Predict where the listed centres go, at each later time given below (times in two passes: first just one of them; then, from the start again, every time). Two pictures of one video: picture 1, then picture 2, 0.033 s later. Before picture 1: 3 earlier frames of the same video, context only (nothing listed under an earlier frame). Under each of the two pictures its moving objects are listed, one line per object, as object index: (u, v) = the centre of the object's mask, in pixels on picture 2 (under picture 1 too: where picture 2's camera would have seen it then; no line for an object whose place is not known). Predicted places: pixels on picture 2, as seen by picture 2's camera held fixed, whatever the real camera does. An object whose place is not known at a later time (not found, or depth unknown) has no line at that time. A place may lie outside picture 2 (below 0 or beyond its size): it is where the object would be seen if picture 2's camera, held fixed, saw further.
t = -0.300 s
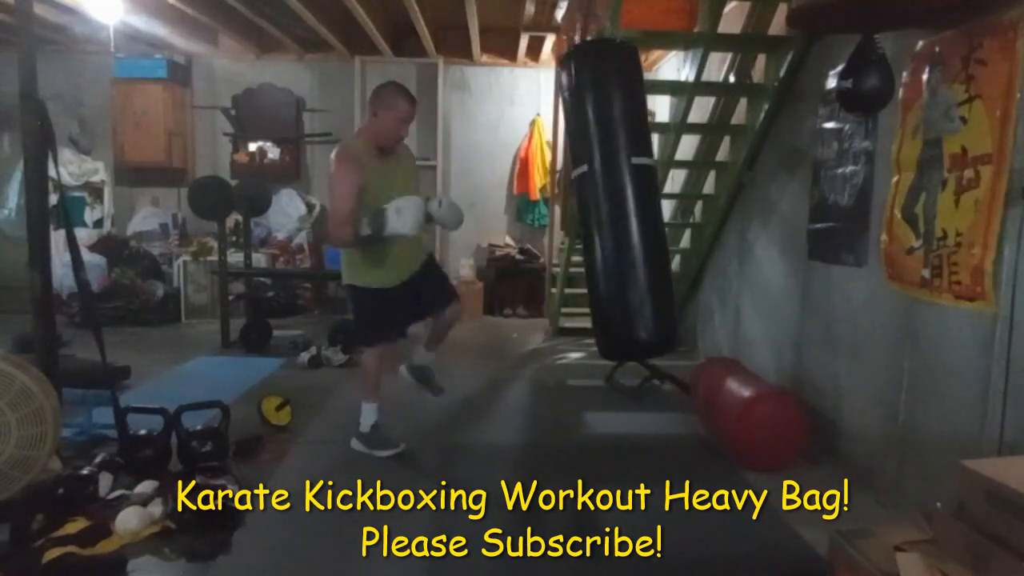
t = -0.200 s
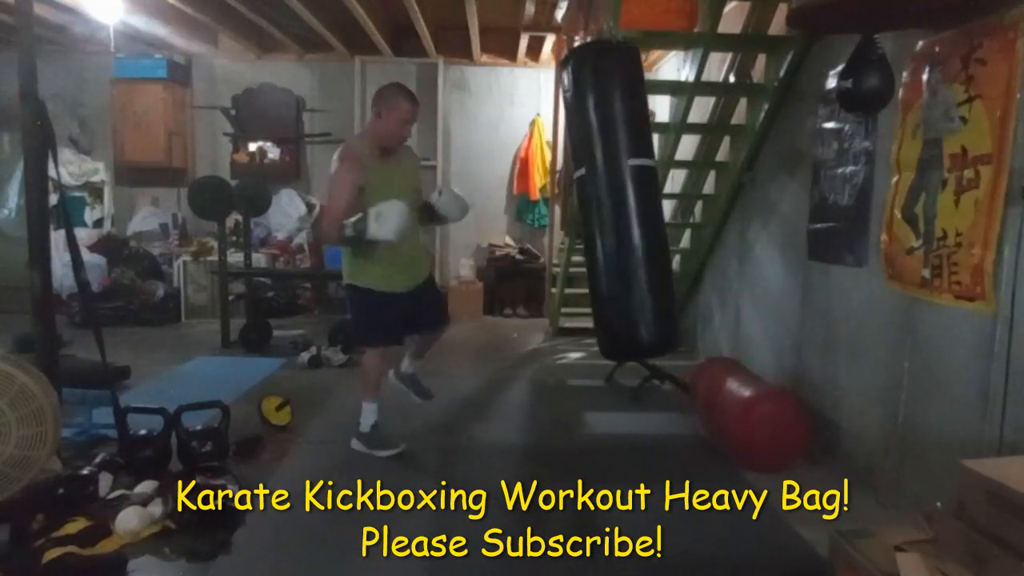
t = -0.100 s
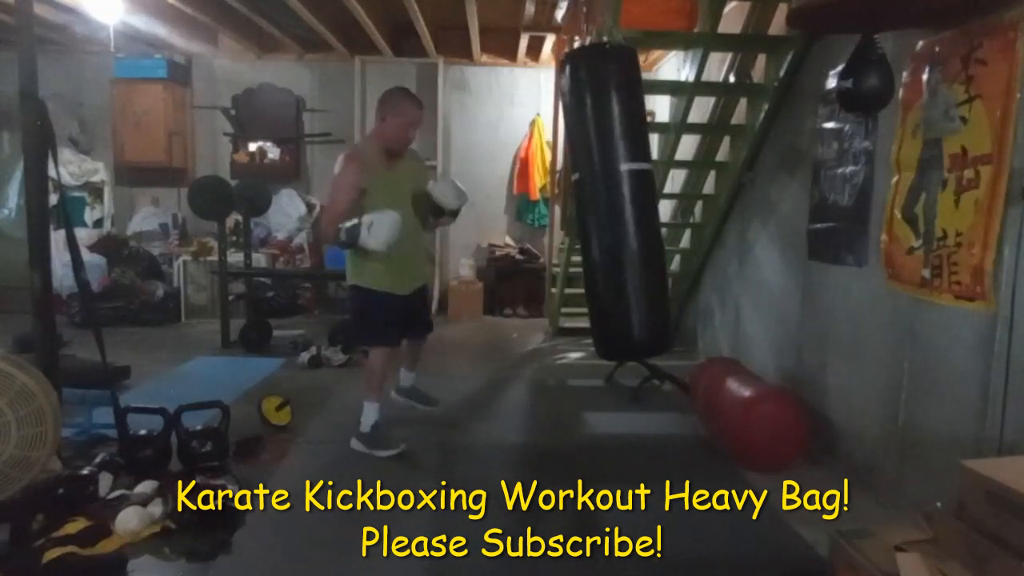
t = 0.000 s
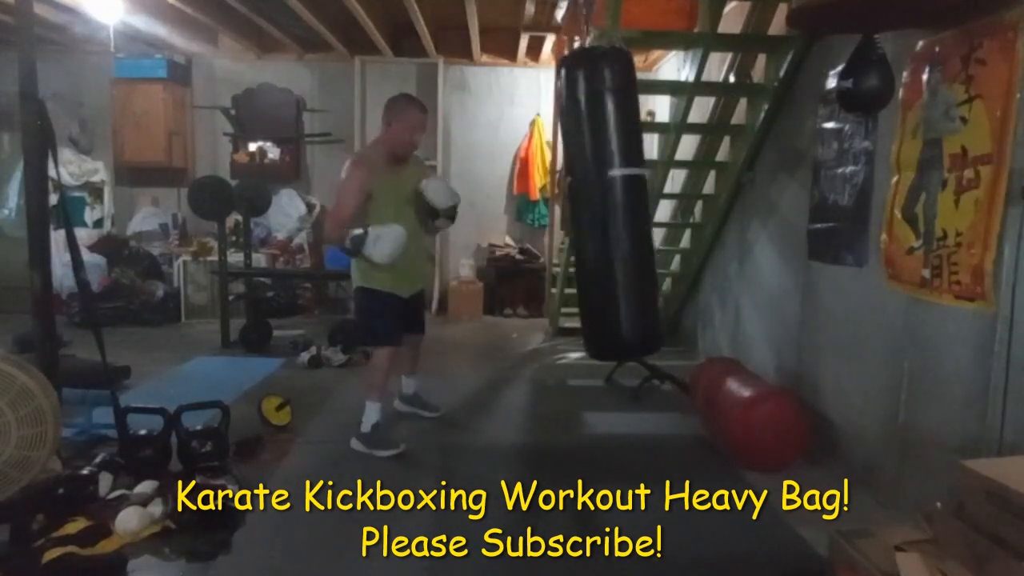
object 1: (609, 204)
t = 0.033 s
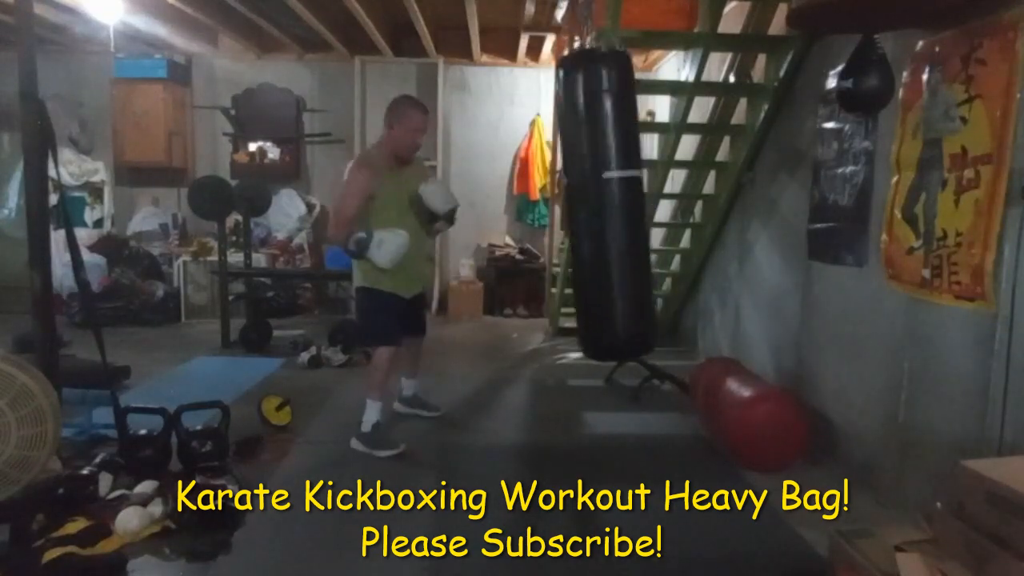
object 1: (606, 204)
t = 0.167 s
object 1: (590, 204)
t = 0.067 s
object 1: (602, 204)
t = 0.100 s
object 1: (598, 204)
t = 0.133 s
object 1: (594, 203)
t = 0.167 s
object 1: (590, 204)
